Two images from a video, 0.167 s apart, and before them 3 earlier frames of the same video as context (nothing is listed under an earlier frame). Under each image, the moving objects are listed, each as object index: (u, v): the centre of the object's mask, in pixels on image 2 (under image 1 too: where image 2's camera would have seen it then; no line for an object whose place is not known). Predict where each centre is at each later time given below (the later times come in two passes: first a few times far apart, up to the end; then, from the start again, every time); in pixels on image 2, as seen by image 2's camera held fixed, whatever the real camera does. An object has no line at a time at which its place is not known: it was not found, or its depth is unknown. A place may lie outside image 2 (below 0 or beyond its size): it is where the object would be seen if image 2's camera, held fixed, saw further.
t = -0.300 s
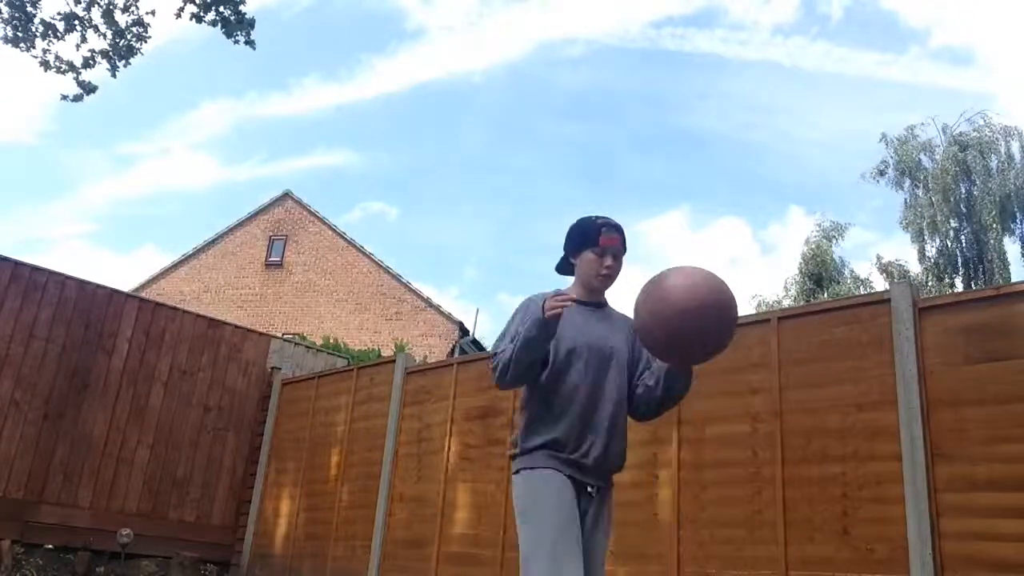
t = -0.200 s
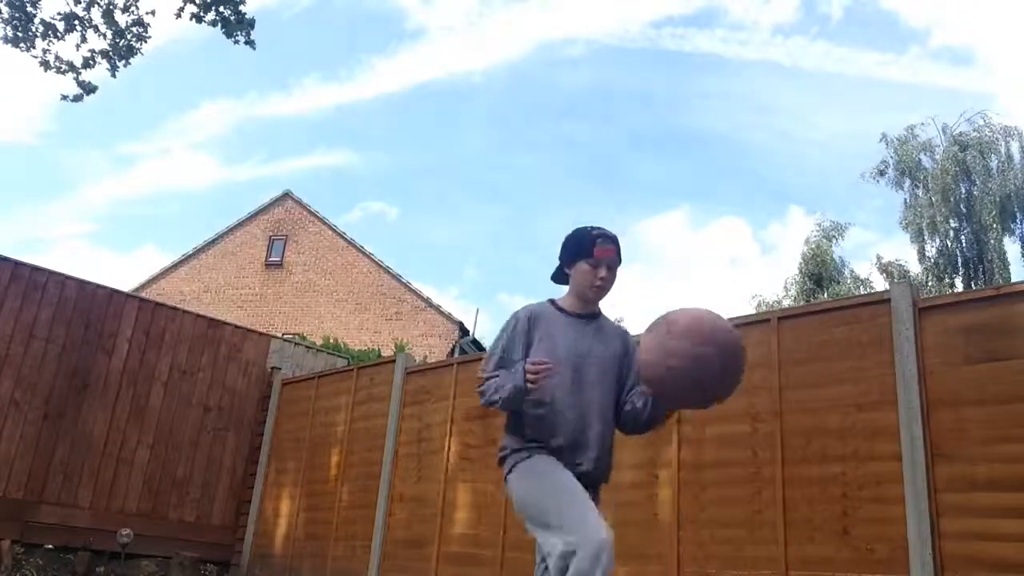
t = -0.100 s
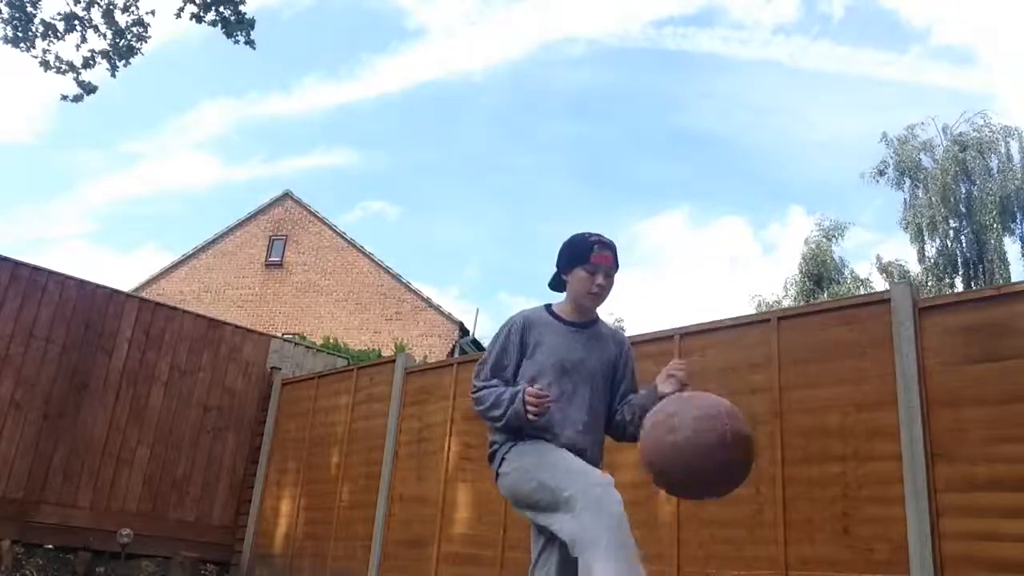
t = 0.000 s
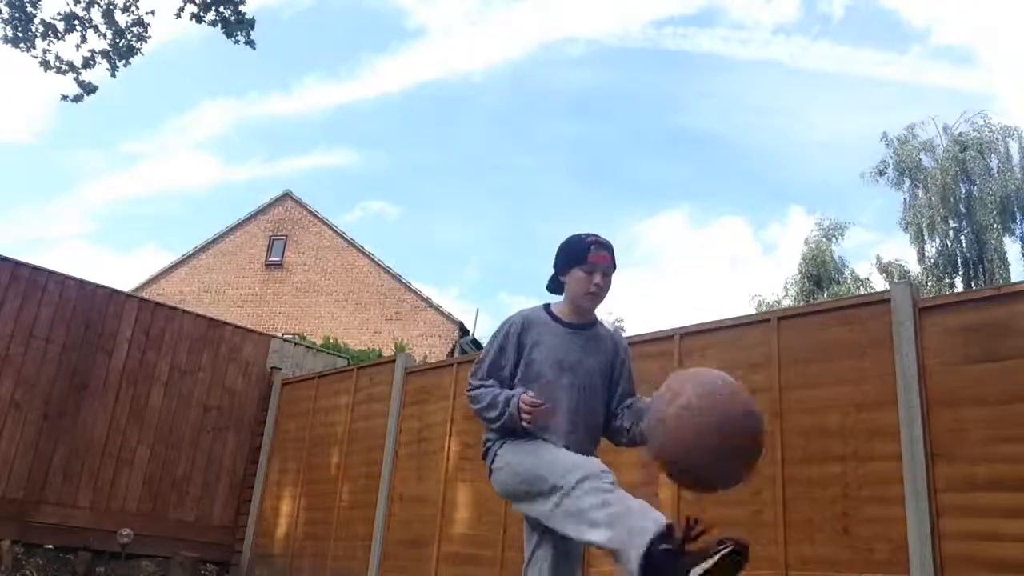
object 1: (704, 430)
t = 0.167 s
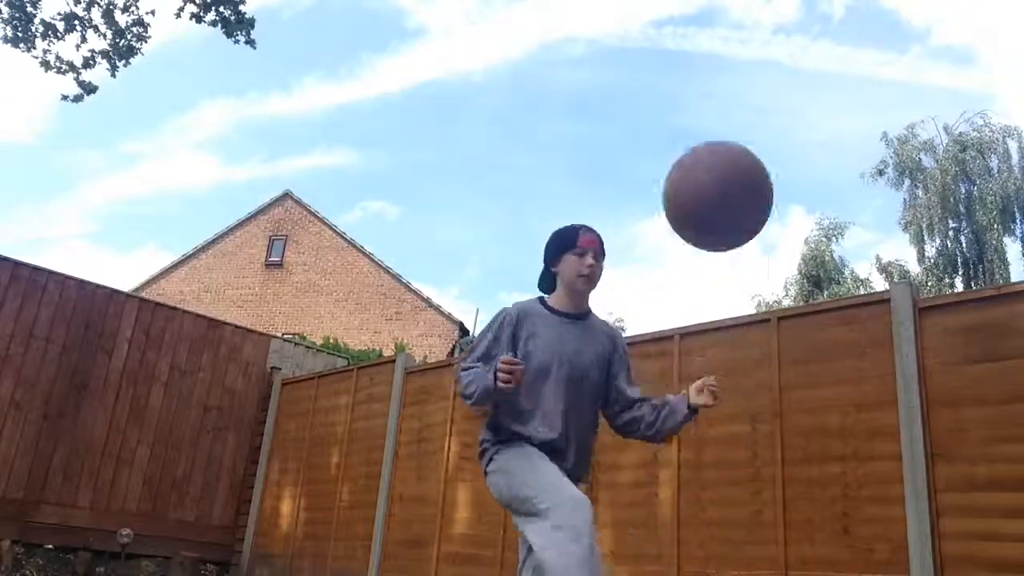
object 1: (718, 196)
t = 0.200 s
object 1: (720, 168)
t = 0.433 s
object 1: (736, 97)
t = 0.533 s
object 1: (743, 131)
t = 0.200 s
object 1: (720, 168)
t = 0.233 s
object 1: (723, 144)
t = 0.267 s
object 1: (725, 126)
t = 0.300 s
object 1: (727, 112)
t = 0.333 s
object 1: (729, 102)
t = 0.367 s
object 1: (732, 96)
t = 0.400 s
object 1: (734, 95)
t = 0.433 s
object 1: (736, 97)
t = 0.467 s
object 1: (738, 104)
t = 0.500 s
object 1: (740, 115)
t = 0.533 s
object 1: (743, 131)
